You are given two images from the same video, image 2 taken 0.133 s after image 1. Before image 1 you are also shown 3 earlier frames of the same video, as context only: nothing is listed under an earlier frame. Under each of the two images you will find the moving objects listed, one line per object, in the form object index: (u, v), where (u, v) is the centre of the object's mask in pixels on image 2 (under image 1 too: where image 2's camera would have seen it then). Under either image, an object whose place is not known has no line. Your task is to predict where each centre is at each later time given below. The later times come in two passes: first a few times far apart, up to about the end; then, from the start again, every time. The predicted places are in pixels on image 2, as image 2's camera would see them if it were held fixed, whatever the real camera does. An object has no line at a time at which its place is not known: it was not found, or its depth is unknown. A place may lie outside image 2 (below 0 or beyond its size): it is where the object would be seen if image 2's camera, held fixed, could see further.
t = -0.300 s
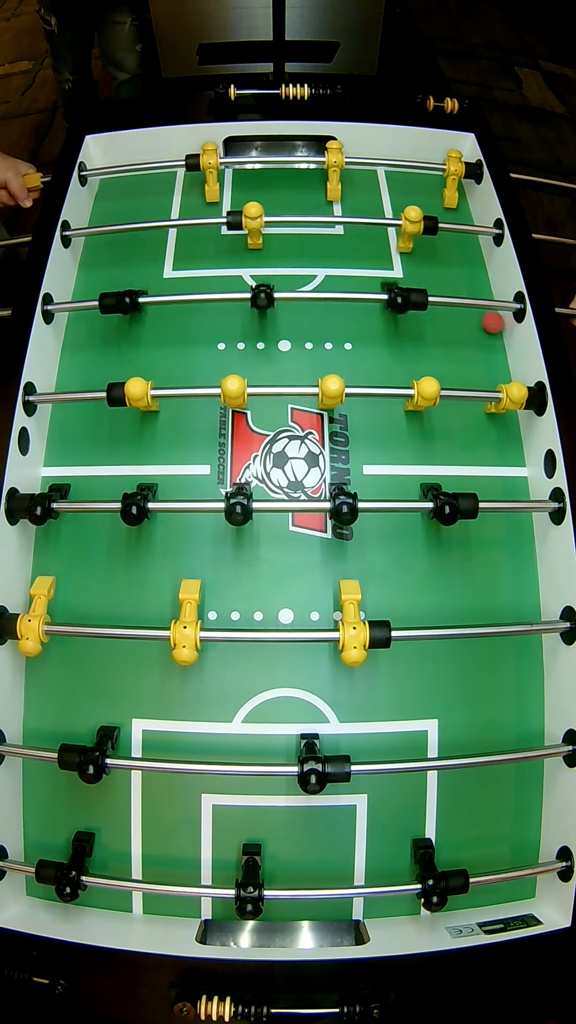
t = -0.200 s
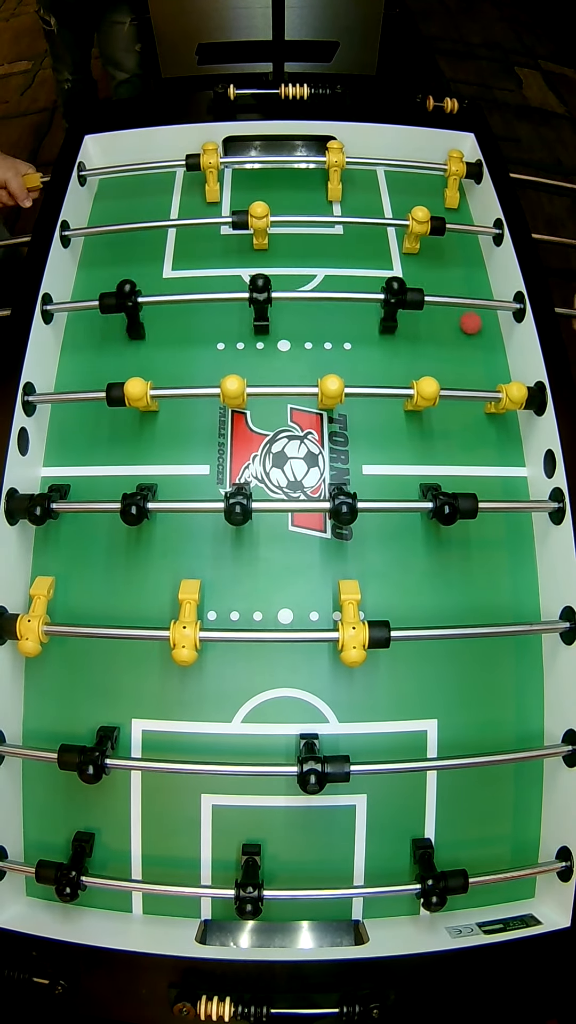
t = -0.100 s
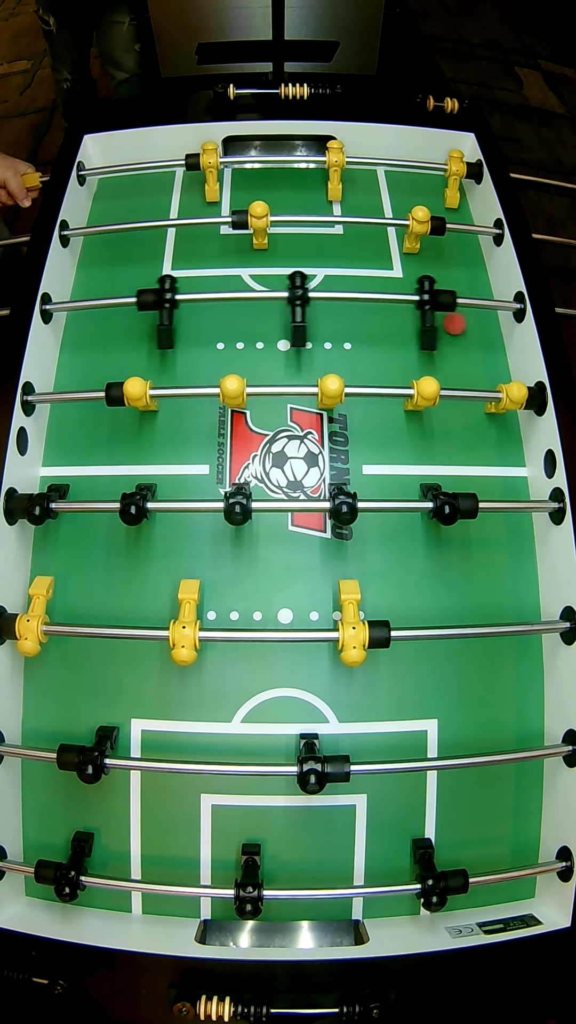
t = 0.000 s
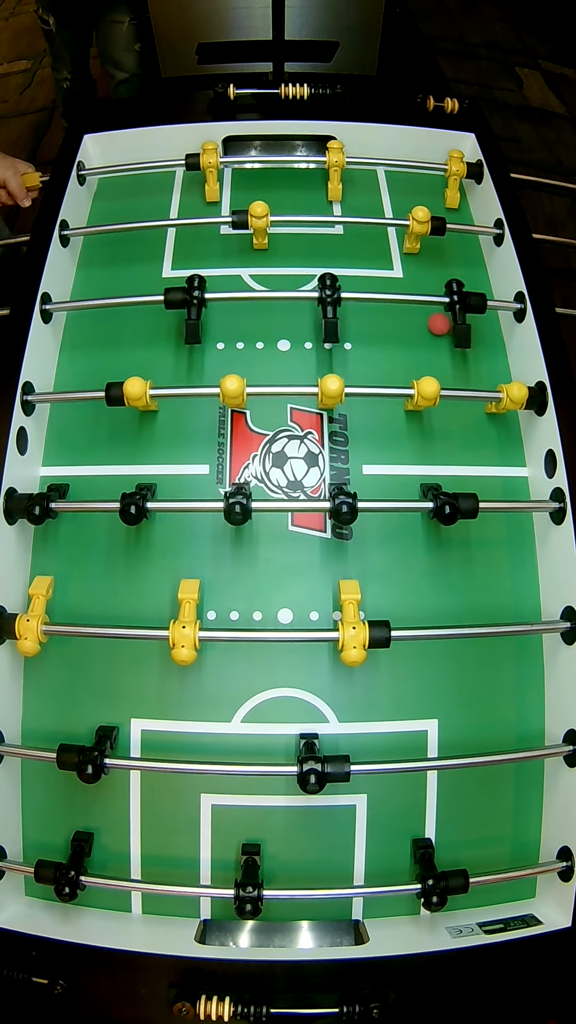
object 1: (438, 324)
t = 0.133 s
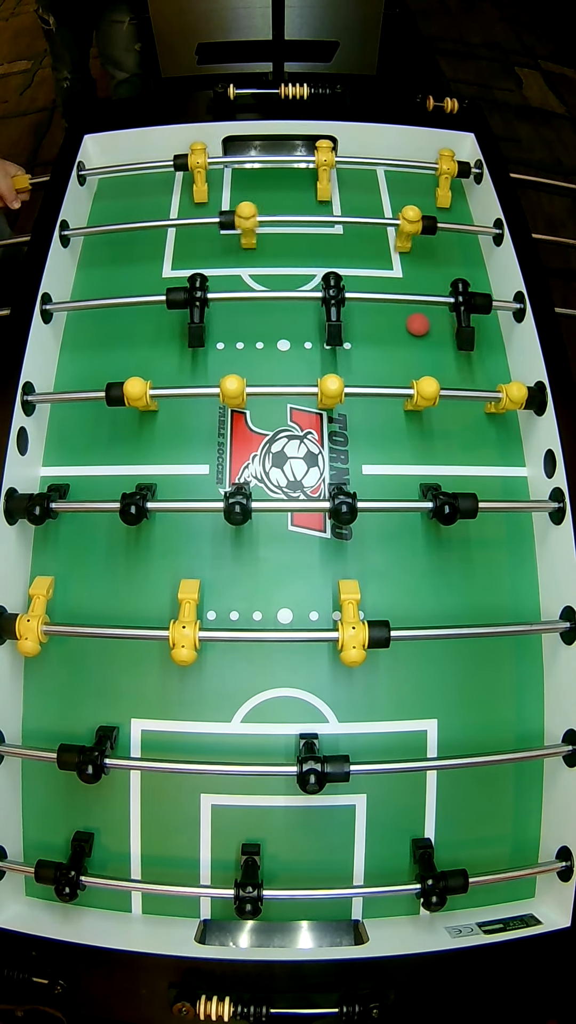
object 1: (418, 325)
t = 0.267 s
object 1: (397, 325)
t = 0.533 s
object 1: (360, 326)
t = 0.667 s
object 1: (342, 326)
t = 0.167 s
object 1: (412, 325)
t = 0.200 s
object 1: (408, 325)
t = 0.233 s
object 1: (403, 325)
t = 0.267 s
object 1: (397, 325)
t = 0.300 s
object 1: (393, 326)
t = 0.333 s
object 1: (388, 326)
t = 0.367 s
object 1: (383, 326)
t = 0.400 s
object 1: (378, 326)
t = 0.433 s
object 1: (374, 326)
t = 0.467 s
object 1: (369, 326)
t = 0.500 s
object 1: (365, 326)
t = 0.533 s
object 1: (360, 326)
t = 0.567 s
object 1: (355, 326)
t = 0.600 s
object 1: (351, 326)
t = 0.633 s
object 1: (347, 326)
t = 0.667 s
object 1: (342, 326)
